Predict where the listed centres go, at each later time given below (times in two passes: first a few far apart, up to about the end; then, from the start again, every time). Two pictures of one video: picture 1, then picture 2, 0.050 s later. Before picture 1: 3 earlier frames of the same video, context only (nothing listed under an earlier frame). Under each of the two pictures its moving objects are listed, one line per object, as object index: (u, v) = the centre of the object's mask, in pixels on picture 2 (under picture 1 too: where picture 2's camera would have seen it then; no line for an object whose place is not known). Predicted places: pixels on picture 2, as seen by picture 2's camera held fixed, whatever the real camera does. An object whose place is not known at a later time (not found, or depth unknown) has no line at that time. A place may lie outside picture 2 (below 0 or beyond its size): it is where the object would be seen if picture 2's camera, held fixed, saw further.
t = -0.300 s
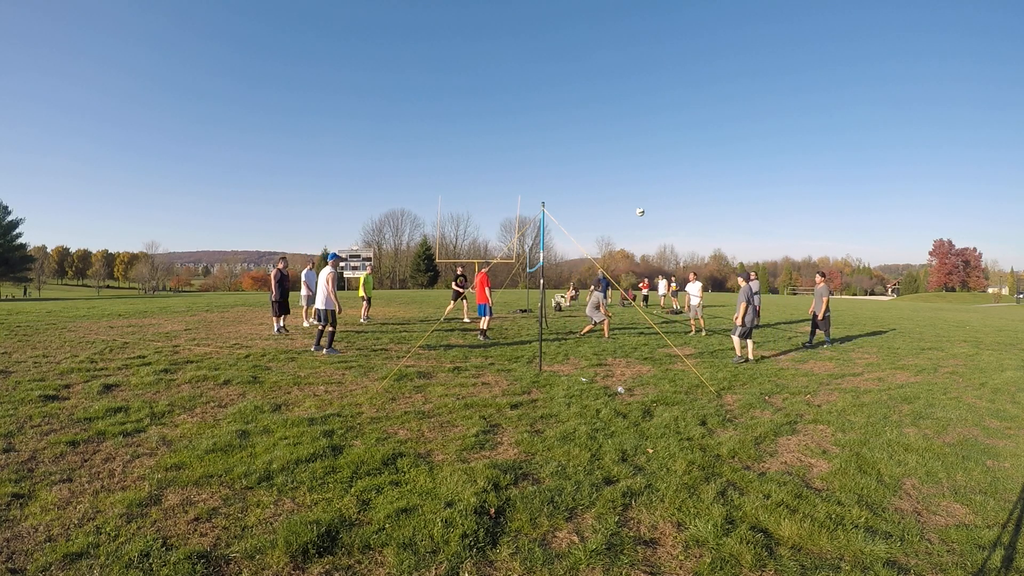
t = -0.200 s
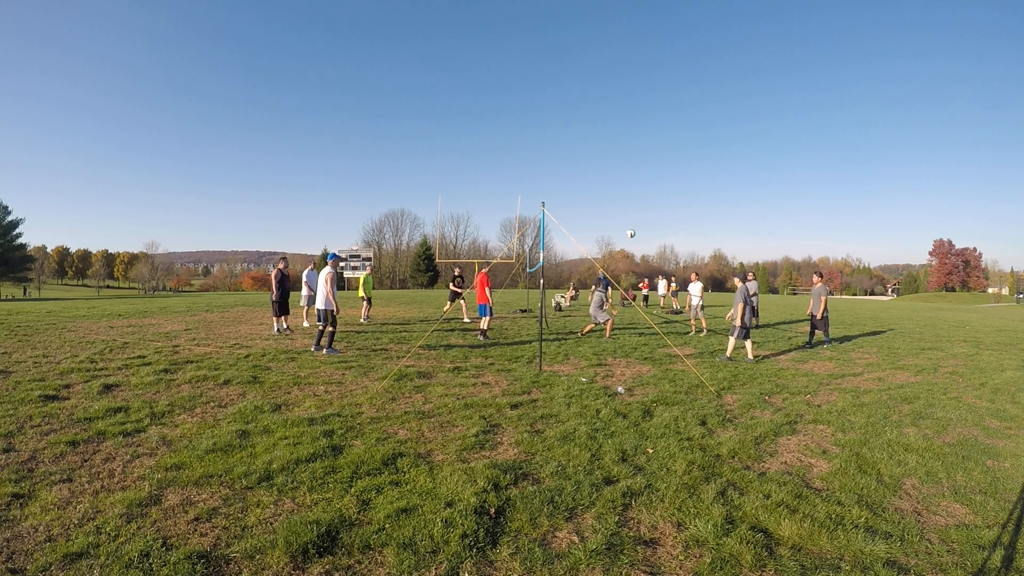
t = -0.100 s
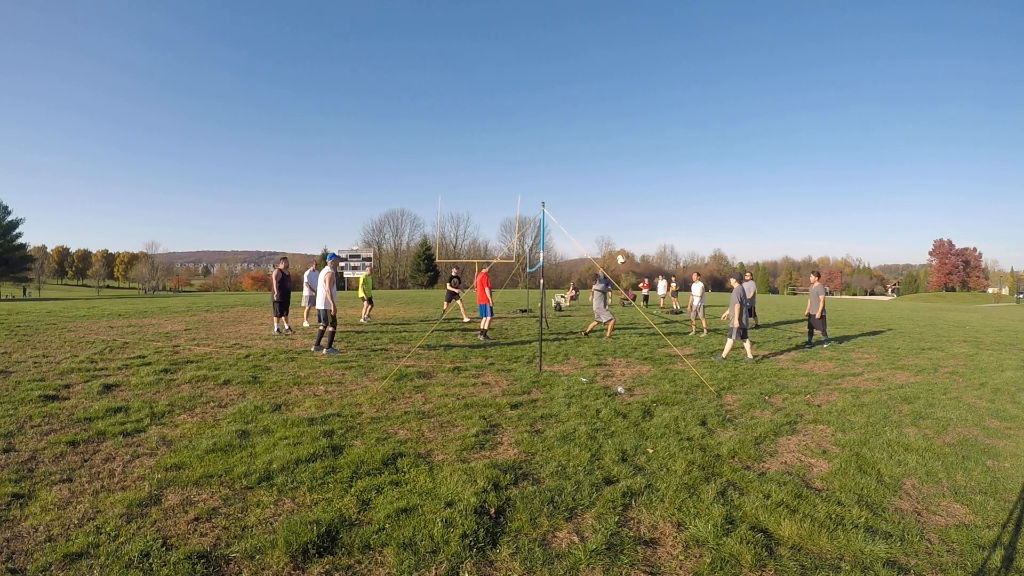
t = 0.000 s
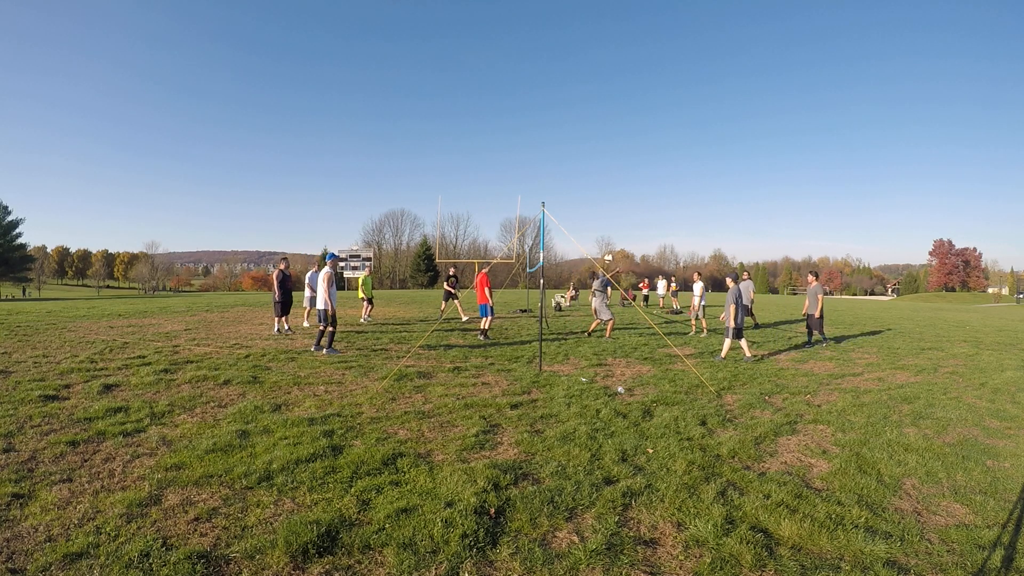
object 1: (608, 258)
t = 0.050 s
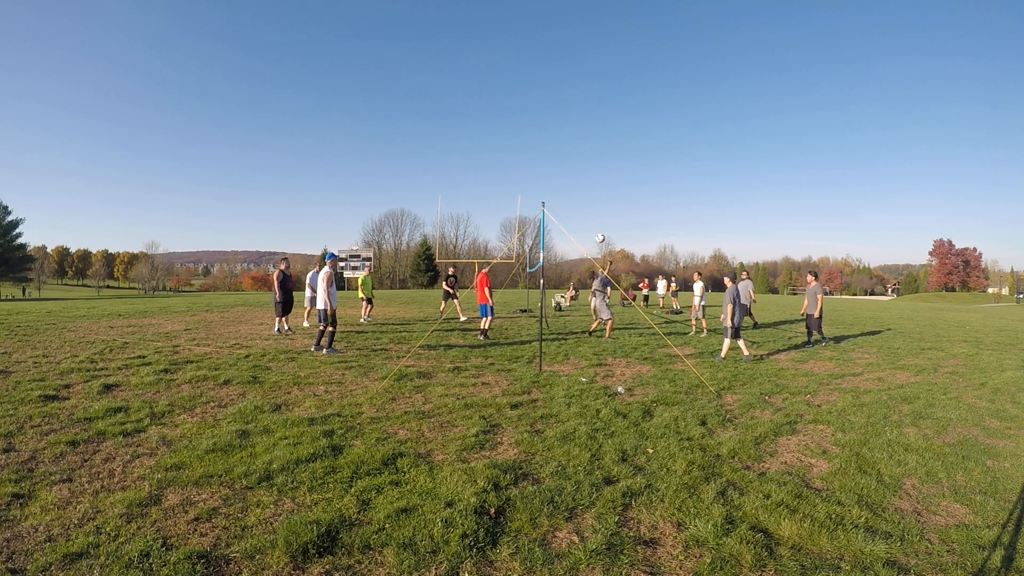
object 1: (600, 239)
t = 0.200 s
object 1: (575, 186)
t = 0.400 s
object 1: (543, 135)
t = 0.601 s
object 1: (514, 104)
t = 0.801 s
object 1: (487, 91)
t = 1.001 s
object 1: (462, 93)
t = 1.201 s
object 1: (438, 109)
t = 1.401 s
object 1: (416, 138)
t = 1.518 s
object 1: (403, 161)
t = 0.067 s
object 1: (597, 232)
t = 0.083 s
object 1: (594, 225)
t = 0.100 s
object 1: (592, 220)
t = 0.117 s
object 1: (589, 213)
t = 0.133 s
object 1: (586, 207)
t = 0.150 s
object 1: (583, 202)
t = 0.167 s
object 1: (581, 196)
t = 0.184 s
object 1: (578, 191)
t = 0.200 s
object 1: (575, 186)
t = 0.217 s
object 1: (572, 180)
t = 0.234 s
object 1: (570, 175)
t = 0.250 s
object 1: (567, 171)
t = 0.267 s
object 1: (564, 166)
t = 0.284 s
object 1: (561, 162)
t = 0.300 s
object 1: (559, 158)
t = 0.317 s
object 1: (556, 153)
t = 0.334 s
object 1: (553, 149)
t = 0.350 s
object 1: (550, 145)
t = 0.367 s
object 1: (548, 142)
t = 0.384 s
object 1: (545, 139)
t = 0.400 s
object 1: (543, 135)
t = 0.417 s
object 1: (540, 132)
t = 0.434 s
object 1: (538, 129)
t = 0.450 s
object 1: (535, 126)
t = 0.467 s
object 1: (533, 123)
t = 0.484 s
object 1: (531, 120)
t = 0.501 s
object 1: (528, 117)
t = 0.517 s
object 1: (526, 115)
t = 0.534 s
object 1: (523, 112)
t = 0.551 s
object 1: (521, 110)
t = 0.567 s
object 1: (519, 108)
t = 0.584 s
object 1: (516, 106)
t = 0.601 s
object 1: (514, 104)
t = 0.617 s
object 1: (511, 103)
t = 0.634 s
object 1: (509, 101)
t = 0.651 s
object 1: (507, 100)
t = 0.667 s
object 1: (504, 98)
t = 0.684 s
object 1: (502, 97)
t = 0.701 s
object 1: (500, 96)
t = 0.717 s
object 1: (498, 95)
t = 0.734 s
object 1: (495, 94)
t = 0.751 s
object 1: (493, 93)
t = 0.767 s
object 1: (491, 93)
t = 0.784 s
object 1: (489, 92)
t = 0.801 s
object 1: (487, 91)
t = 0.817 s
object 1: (485, 91)
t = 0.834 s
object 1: (483, 90)
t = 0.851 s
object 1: (480, 90)
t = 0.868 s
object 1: (478, 90)
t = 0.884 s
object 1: (476, 90)
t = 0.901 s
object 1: (474, 90)
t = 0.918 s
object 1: (472, 90)
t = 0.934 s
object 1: (470, 91)
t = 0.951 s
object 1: (468, 91)
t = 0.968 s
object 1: (465, 92)
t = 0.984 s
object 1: (464, 92)
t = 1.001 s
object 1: (462, 93)
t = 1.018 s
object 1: (459, 94)
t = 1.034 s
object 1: (457, 95)
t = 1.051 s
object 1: (455, 96)
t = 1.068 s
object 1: (453, 97)
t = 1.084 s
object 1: (452, 98)
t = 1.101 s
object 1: (450, 99)
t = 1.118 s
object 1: (448, 100)
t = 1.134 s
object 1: (445, 102)
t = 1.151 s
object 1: (443, 104)
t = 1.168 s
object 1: (442, 105)
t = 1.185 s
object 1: (440, 107)
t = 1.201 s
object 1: (438, 109)
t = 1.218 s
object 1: (436, 111)
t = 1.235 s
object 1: (434, 113)
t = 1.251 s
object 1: (432, 115)
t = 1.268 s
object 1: (430, 117)
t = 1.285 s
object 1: (428, 119)
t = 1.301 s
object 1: (427, 122)
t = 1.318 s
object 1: (424, 124)
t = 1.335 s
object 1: (423, 127)
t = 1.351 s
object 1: (421, 130)
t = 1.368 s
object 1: (419, 132)
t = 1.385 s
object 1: (418, 135)
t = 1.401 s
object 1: (416, 138)
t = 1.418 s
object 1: (414, 141)
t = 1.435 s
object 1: (412, 144)
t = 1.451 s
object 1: (410, 148)
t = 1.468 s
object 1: (409, 151)
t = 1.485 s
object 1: (407, 154)
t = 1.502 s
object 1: (405, 158)
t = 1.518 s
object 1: (403, 161)
